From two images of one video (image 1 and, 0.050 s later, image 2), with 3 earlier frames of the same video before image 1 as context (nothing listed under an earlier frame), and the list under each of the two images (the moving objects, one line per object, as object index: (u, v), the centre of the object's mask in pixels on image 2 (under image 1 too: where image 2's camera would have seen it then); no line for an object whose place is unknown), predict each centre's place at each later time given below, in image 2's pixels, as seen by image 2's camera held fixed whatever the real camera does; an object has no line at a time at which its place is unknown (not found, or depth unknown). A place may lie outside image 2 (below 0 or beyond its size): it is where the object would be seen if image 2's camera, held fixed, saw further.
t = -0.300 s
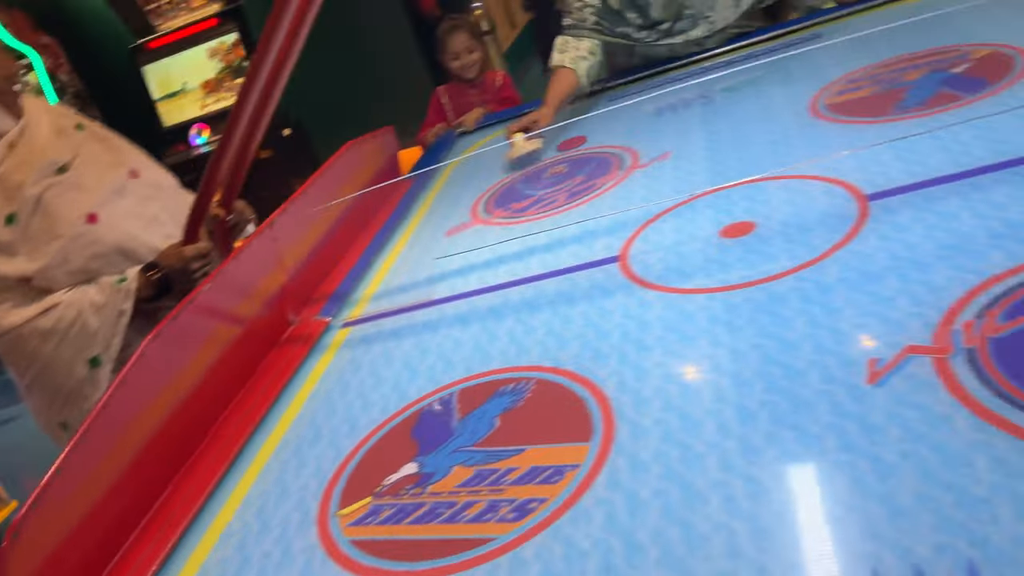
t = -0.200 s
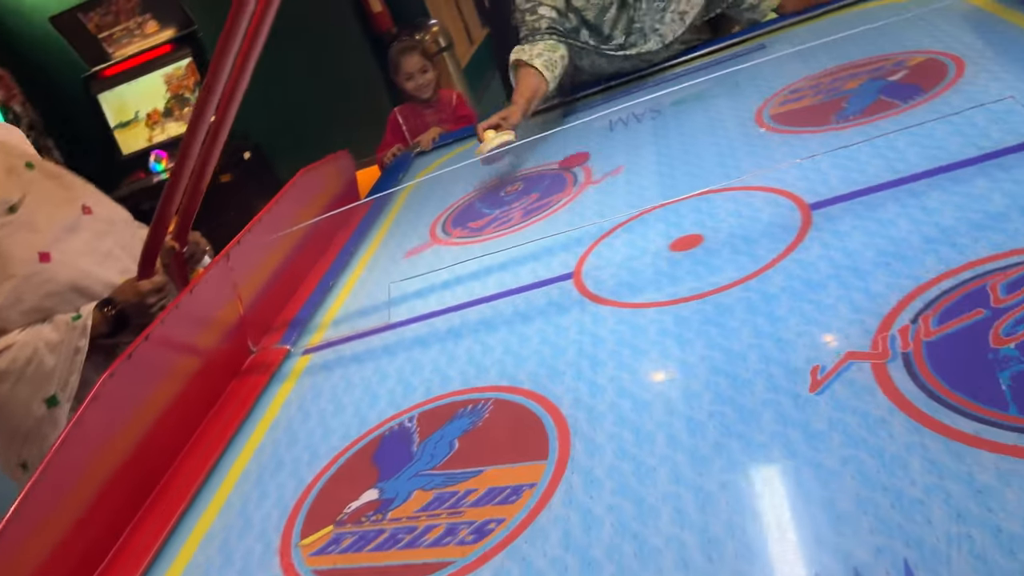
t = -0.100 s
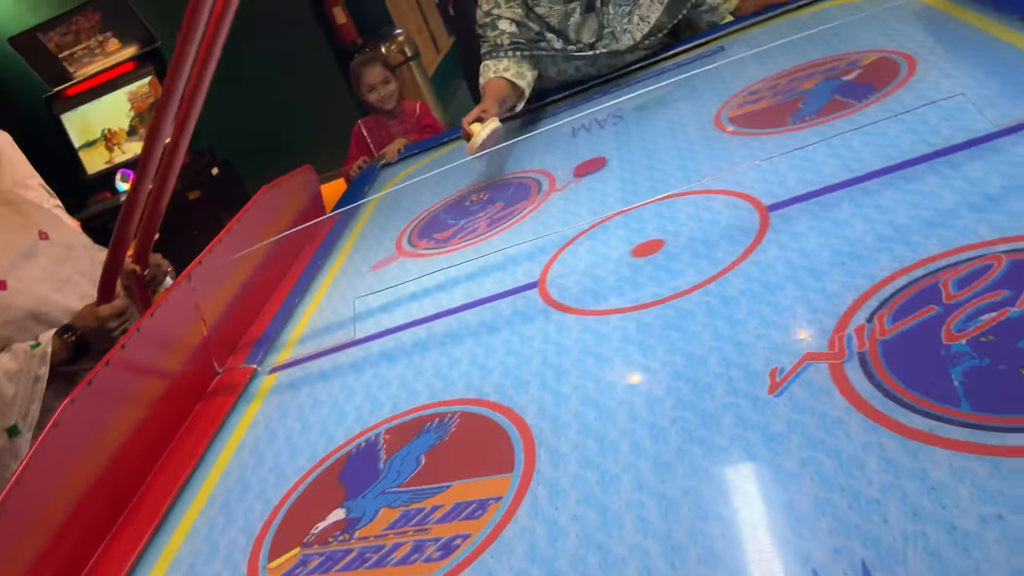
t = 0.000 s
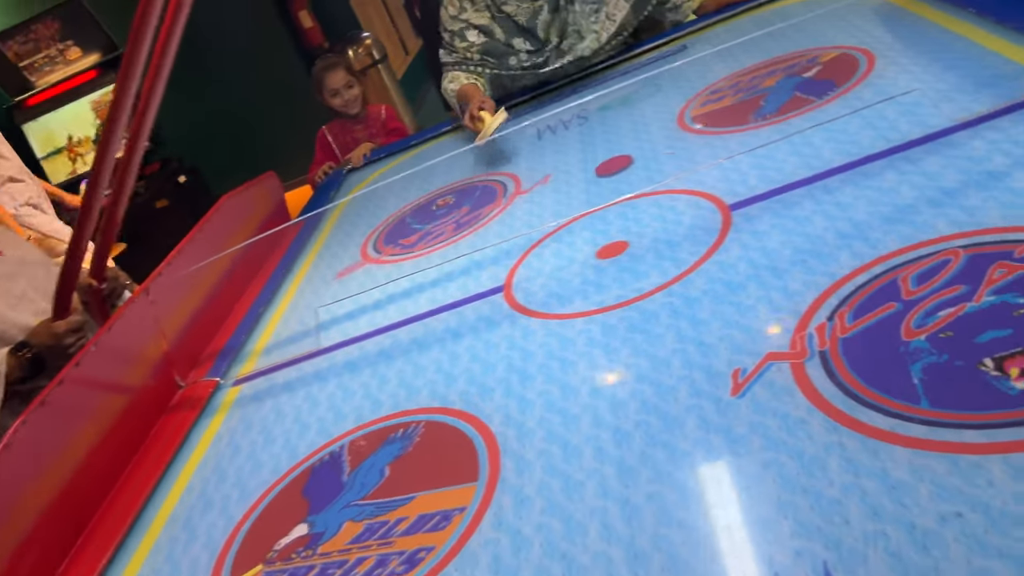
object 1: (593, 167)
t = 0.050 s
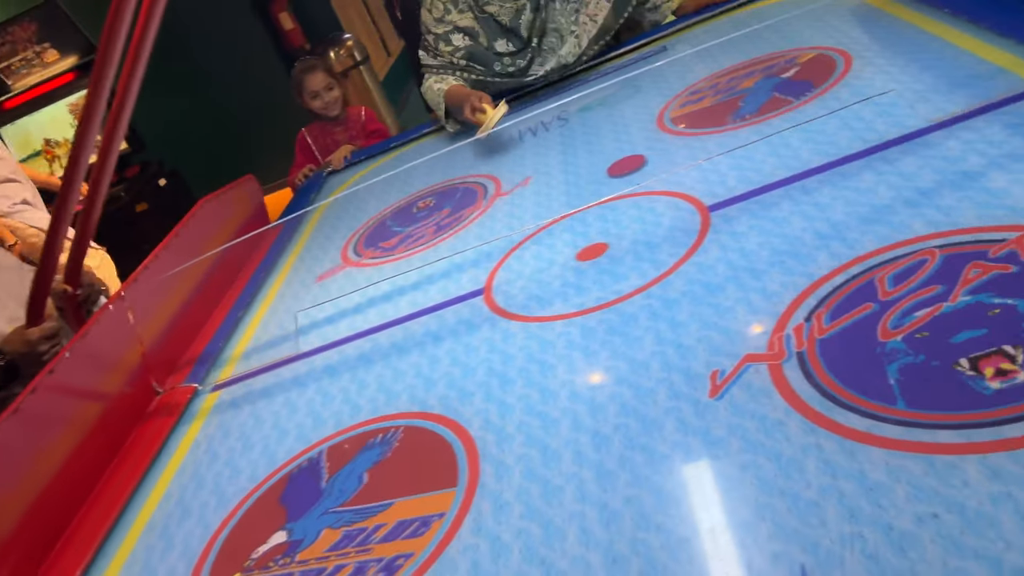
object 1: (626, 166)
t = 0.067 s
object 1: (638, 165)
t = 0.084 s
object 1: (650, 165)
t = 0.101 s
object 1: (662, 164)
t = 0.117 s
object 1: (674, 164)
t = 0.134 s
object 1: (686, 163)
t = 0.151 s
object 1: (699, 163)
